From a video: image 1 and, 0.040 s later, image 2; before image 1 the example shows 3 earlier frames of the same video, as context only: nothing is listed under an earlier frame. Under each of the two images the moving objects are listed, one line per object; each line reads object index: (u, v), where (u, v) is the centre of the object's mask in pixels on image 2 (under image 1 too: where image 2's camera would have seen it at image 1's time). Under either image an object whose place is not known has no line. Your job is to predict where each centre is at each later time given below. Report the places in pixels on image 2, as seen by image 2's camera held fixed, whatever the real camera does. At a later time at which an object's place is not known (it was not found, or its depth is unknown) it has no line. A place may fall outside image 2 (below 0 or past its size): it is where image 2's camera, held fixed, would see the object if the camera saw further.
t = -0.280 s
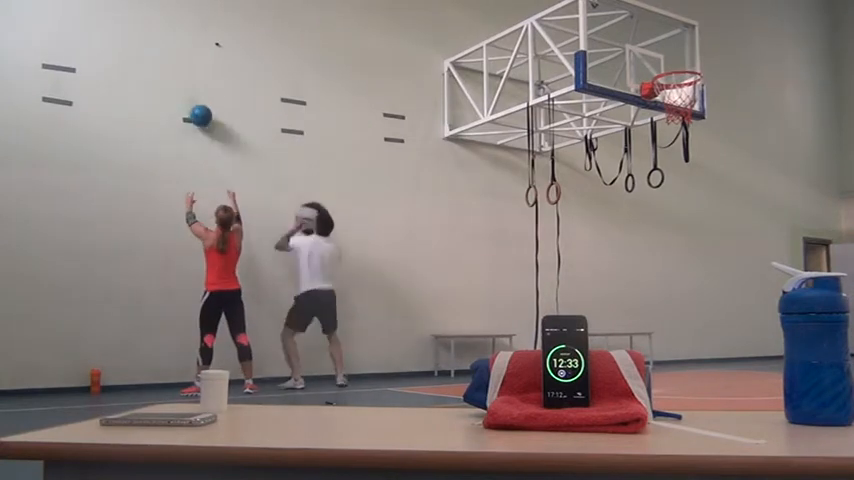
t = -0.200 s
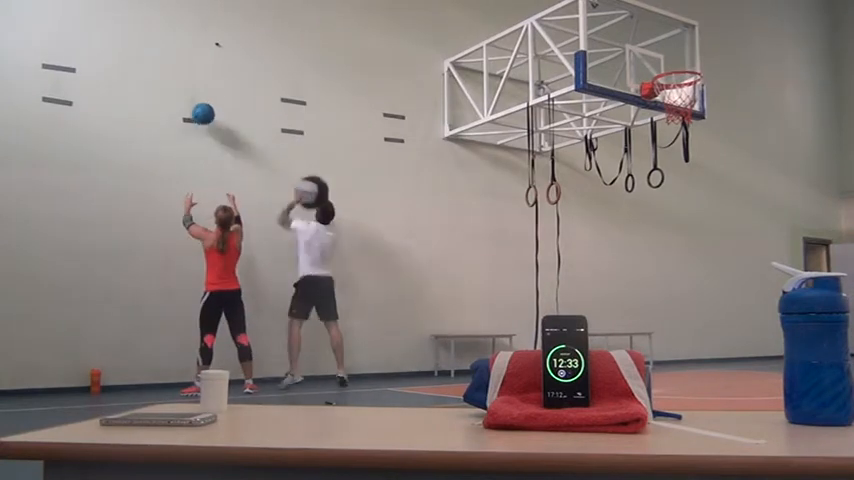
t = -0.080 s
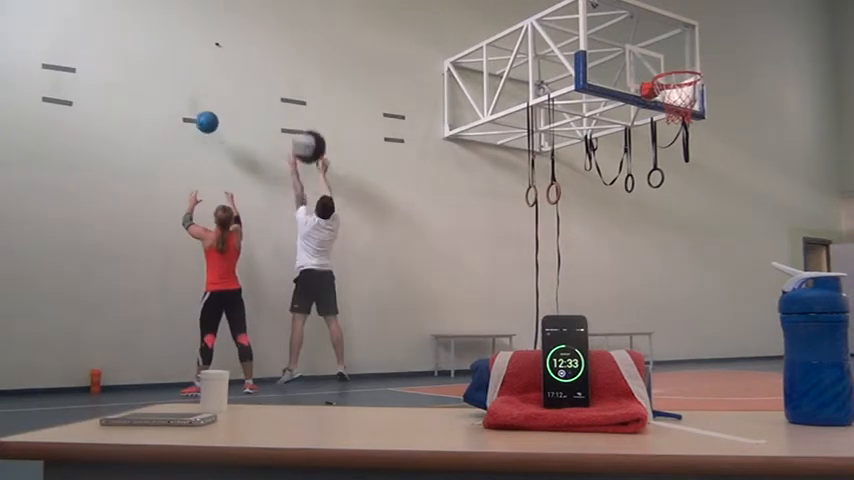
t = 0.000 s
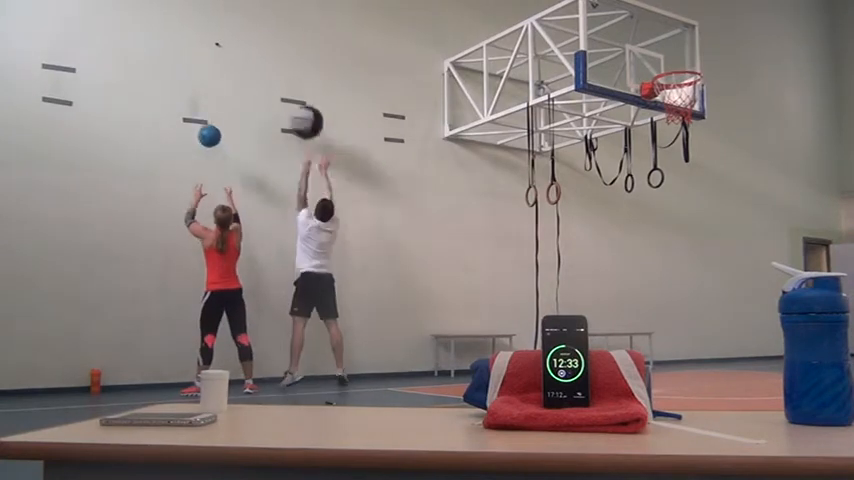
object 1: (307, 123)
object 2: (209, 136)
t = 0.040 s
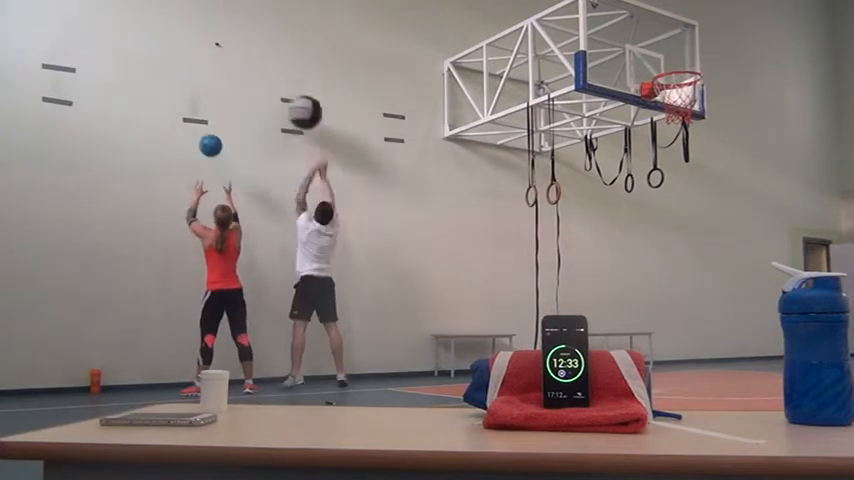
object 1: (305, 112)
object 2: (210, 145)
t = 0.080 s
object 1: (304, 104)
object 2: (211, 156)
